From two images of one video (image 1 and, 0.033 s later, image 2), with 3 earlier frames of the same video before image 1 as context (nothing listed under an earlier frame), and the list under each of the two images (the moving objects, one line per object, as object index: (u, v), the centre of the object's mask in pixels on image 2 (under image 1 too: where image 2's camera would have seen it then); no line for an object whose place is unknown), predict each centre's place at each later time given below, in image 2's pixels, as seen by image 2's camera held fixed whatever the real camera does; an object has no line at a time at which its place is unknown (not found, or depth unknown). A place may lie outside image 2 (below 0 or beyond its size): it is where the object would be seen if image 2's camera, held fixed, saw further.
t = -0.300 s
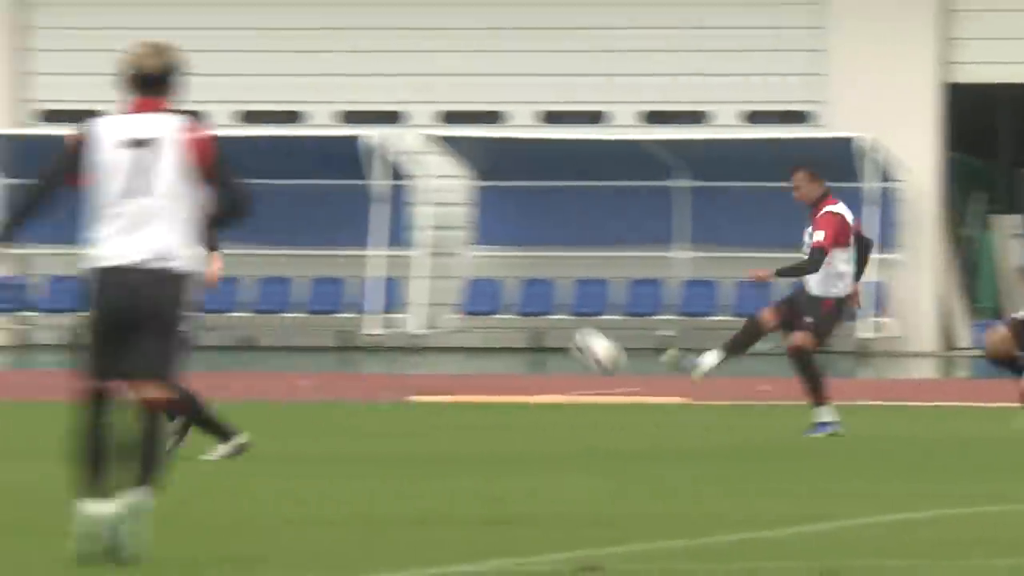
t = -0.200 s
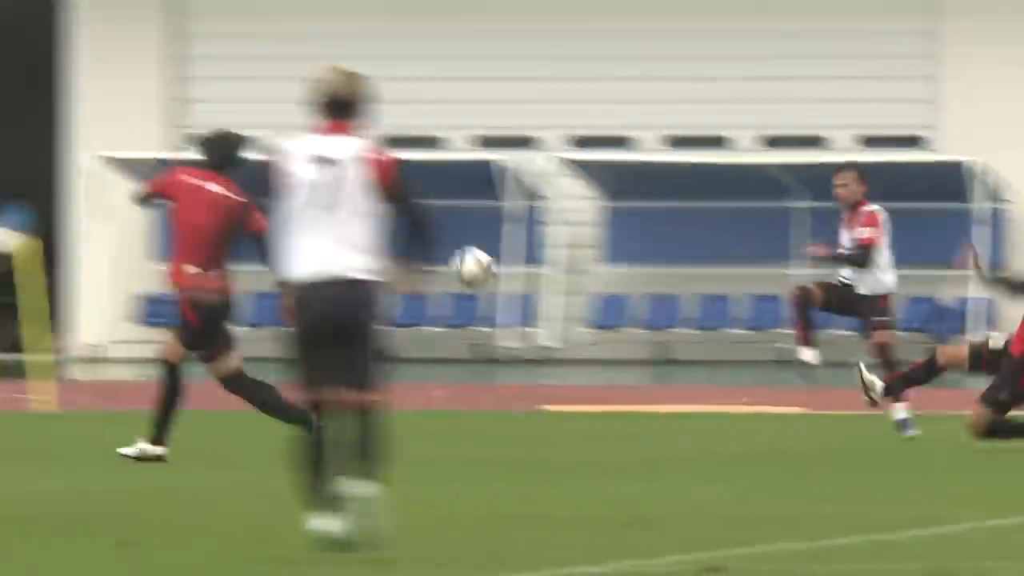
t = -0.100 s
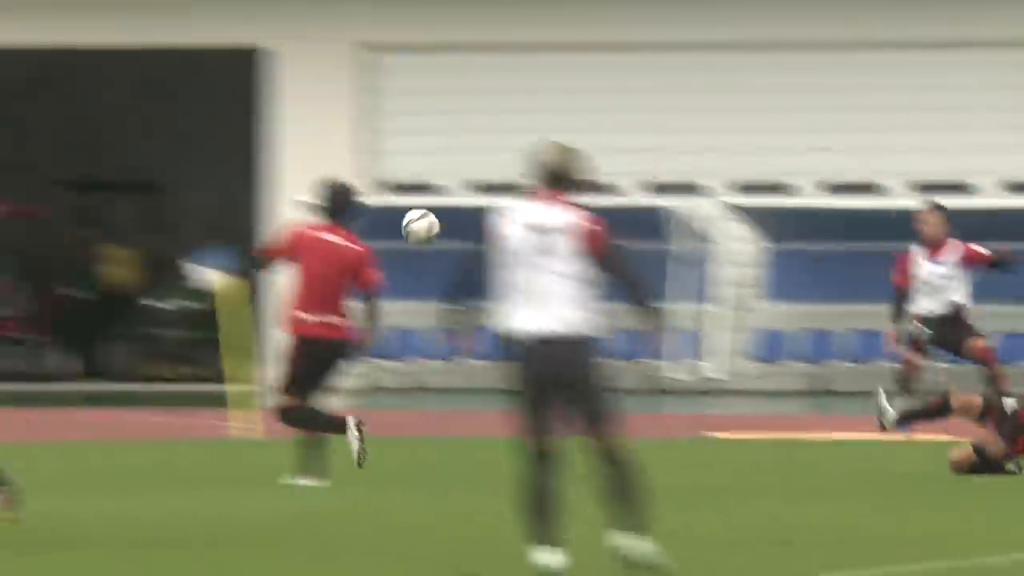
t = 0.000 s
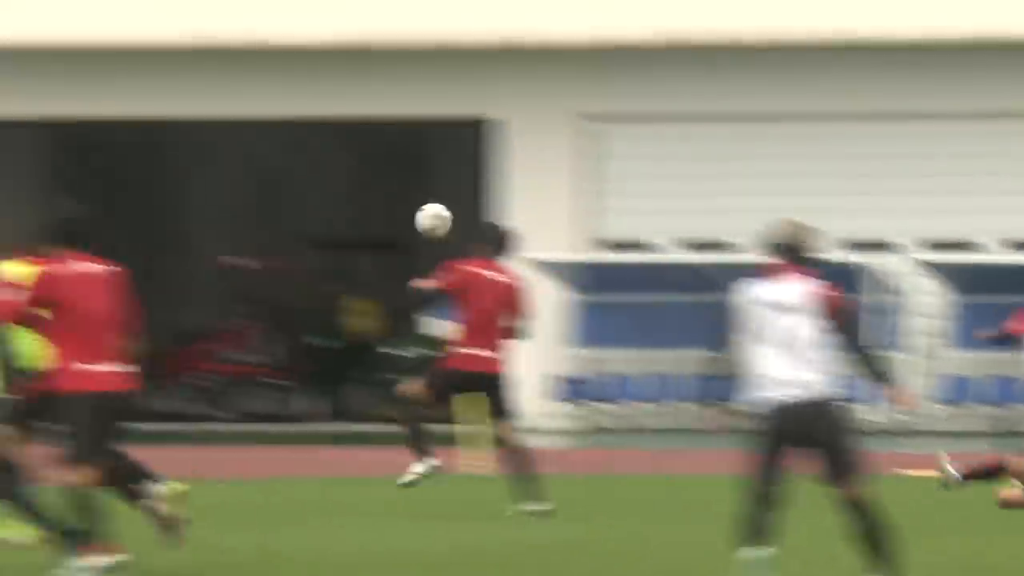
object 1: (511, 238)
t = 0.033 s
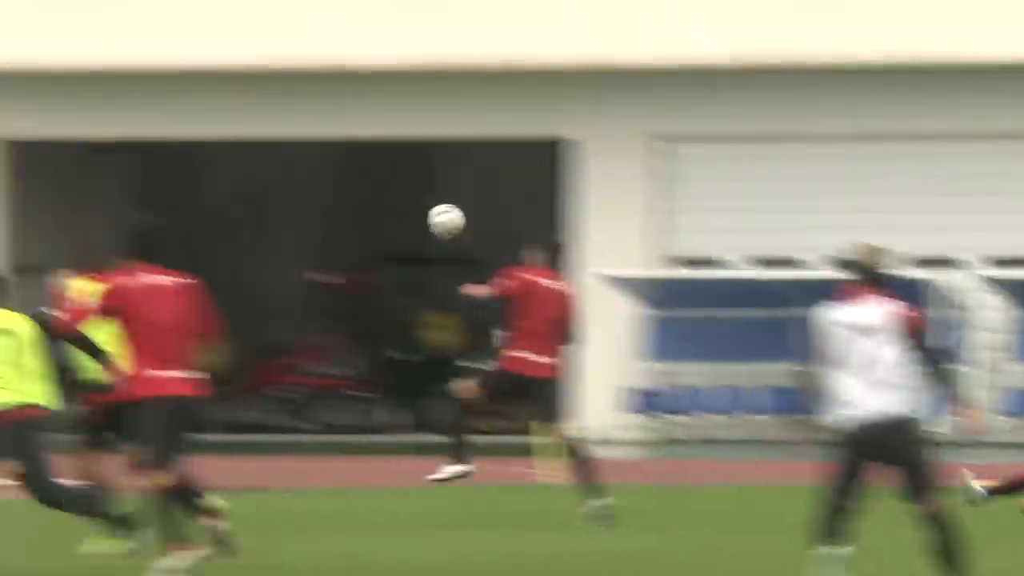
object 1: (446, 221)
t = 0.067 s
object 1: (380, 204)
